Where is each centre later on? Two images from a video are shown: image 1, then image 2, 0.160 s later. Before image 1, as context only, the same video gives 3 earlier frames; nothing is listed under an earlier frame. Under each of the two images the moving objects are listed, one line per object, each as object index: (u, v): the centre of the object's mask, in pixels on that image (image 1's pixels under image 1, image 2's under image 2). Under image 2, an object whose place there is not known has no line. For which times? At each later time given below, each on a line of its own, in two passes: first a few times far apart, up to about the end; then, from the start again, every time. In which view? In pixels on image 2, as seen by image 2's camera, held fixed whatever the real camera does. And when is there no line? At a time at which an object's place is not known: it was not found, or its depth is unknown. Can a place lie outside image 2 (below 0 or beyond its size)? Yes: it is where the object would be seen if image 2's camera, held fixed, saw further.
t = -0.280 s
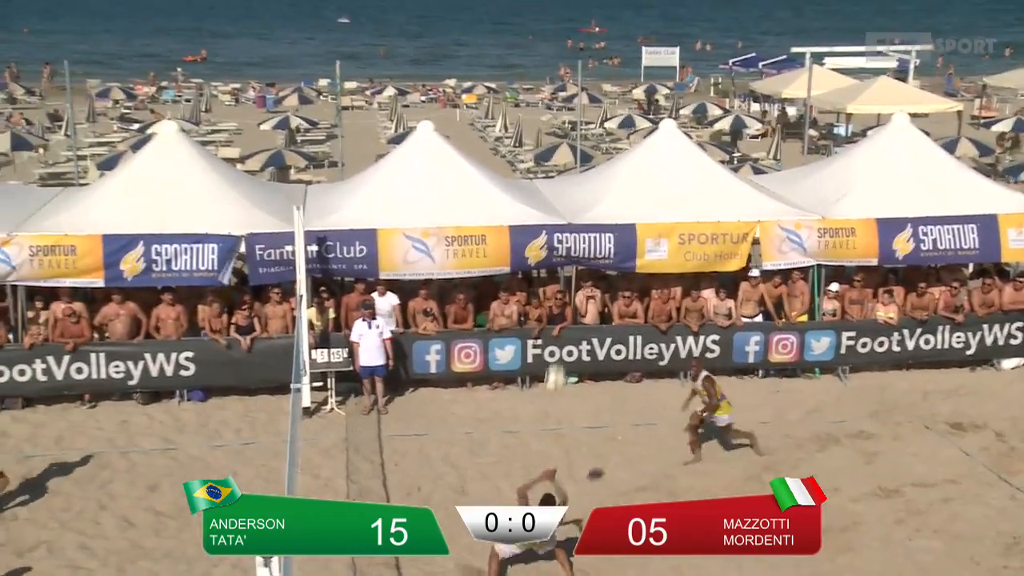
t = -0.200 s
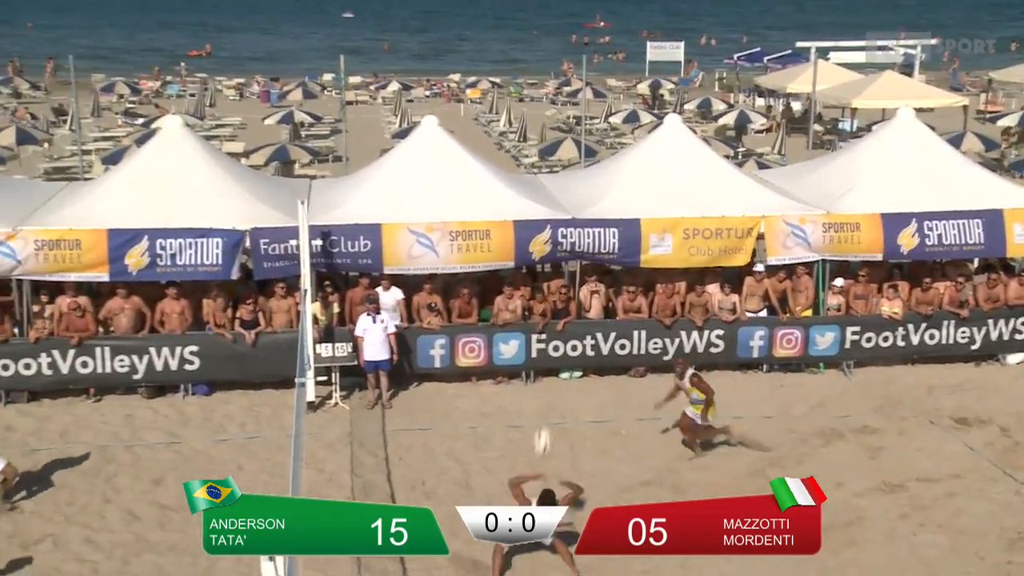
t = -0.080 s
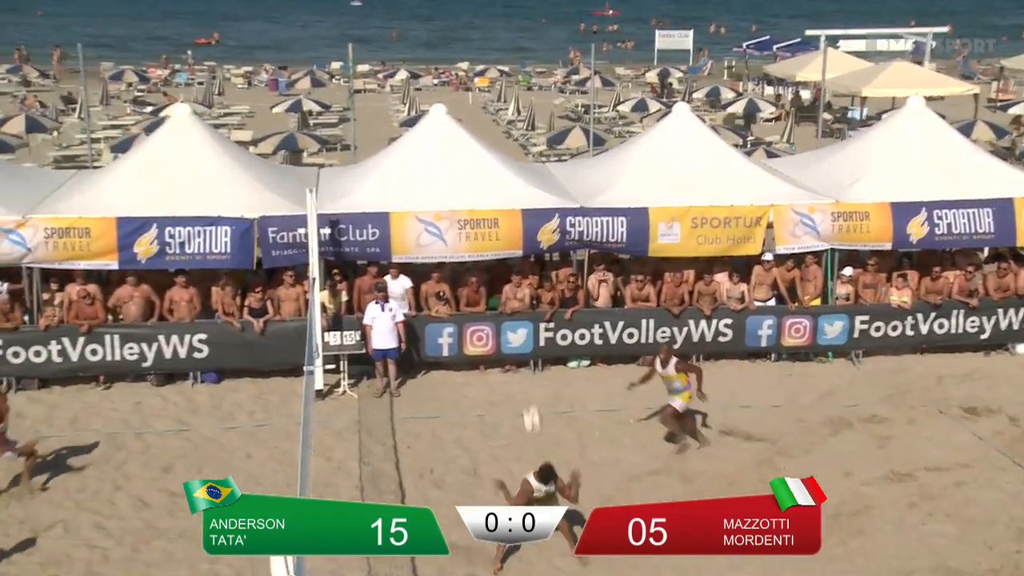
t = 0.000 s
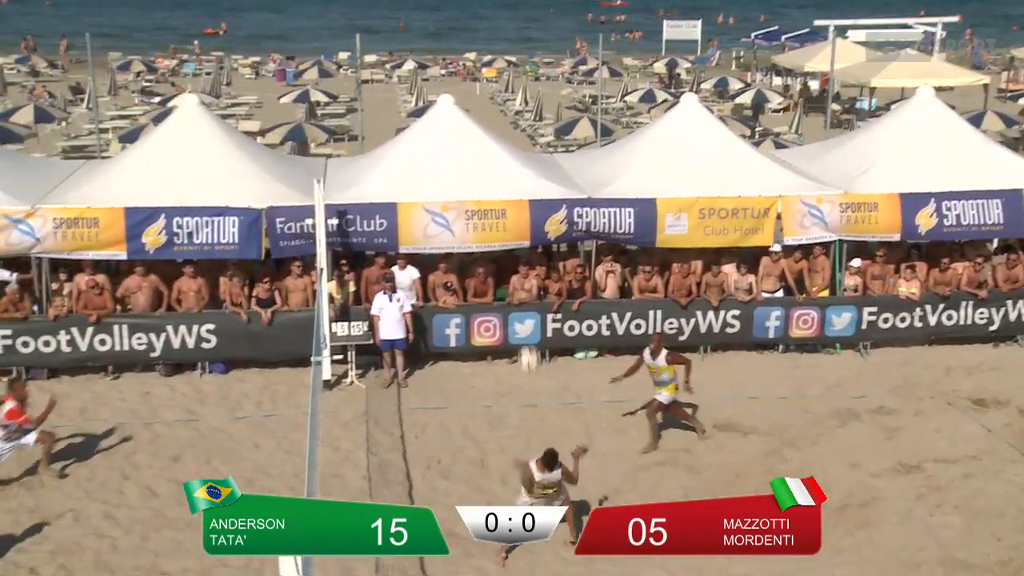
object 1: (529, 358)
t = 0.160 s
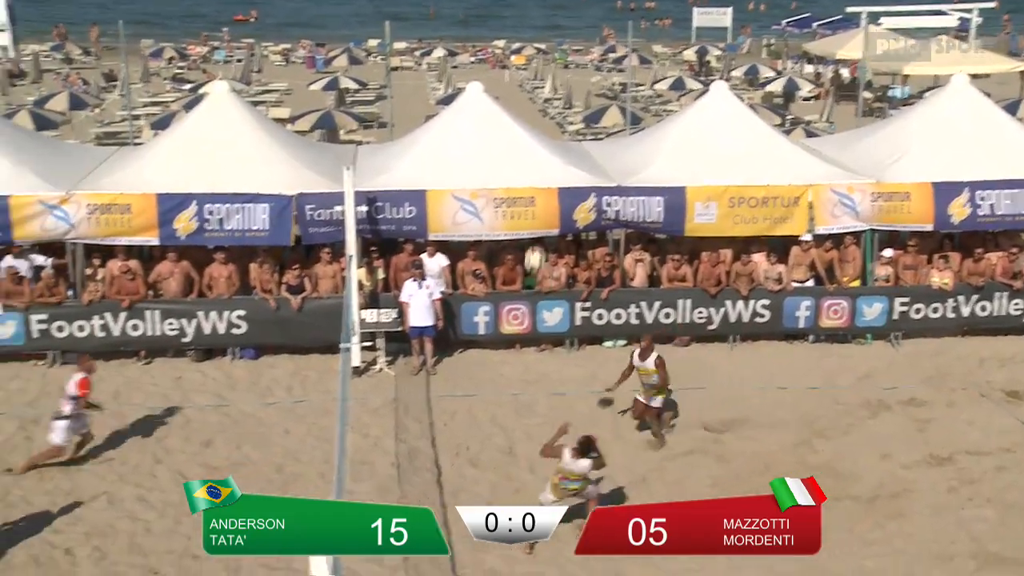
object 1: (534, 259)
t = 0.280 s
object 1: (517, 208)
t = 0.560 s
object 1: (476, 143)
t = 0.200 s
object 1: (529, 242)
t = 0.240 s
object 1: (523, 223)
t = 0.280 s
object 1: (517, 208)
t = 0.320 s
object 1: (511, 194)
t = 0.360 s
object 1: (505, 183)
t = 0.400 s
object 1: (499, 171)
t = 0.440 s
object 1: (494, 162)
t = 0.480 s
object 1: (488, 154)
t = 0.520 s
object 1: (482, 148)
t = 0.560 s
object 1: (476, 143)
